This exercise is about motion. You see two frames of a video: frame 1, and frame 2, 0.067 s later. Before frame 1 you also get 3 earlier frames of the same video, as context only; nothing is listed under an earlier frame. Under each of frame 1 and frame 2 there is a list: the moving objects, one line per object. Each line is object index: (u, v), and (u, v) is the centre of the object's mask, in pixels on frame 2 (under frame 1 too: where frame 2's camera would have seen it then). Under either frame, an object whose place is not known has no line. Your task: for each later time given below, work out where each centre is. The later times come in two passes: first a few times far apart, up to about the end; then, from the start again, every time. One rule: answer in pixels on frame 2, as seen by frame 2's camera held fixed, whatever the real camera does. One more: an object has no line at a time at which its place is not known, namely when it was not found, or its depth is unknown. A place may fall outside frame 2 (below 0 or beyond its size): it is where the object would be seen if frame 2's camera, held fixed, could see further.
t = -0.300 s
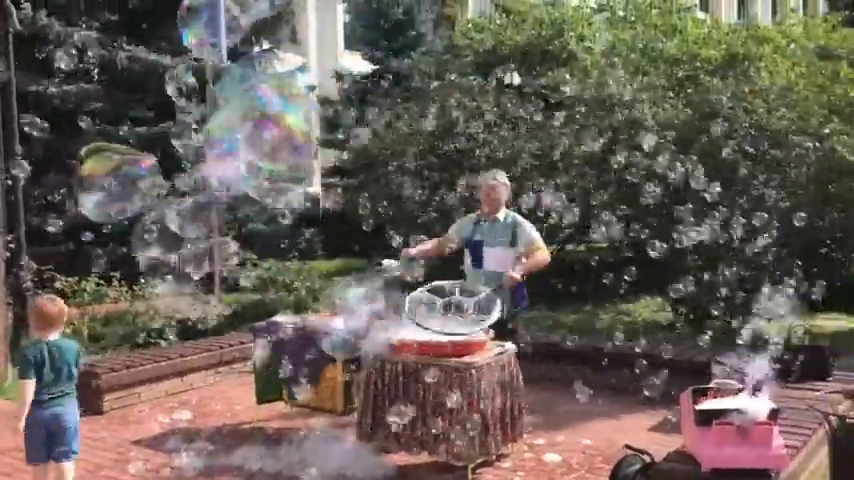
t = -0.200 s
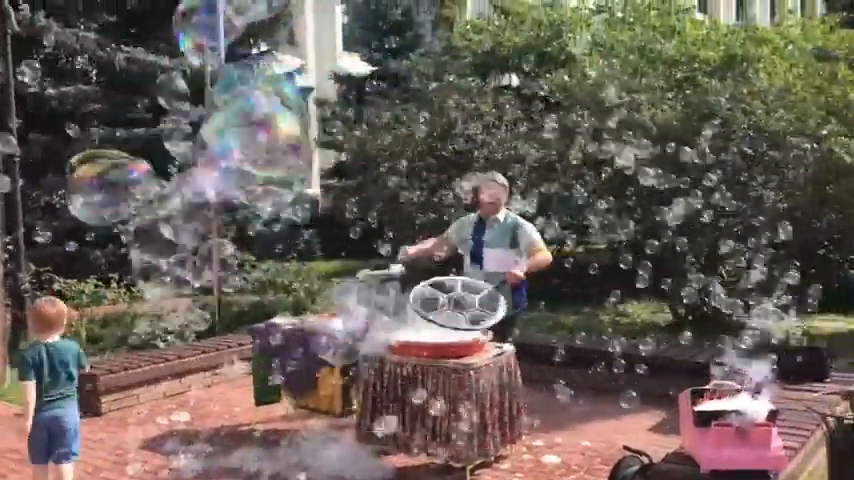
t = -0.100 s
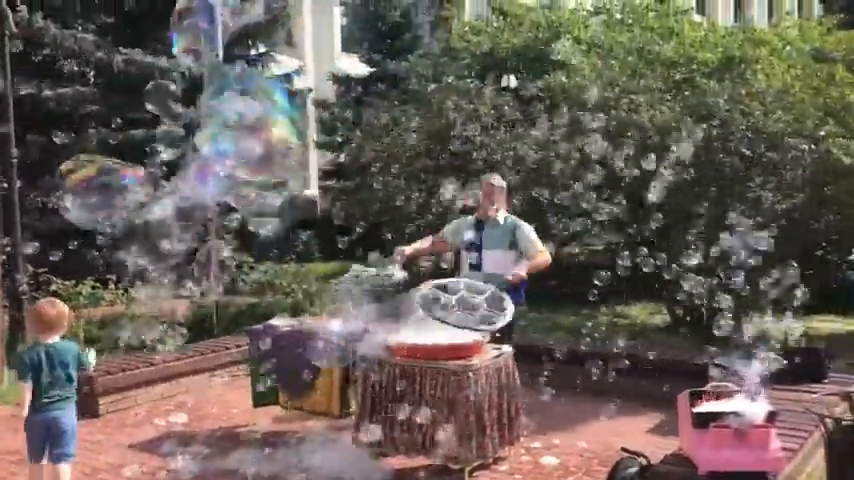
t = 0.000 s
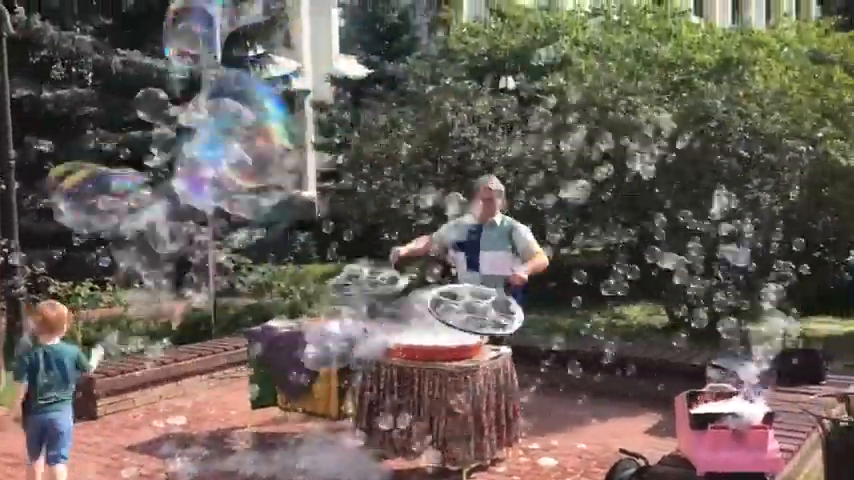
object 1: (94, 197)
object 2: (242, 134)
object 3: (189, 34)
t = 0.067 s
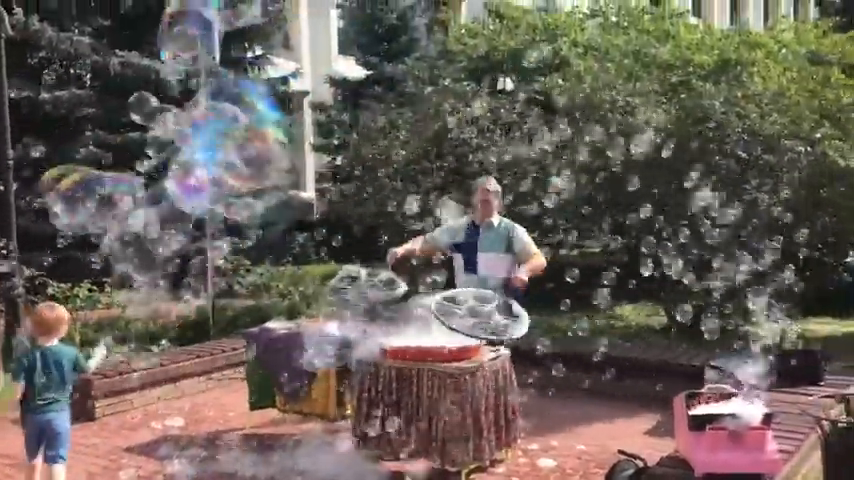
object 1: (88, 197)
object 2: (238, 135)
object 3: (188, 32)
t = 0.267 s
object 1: (70, 201)
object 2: (226, 140)
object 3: (177, 32)
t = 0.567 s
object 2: (215, 149)
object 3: (162, 39)
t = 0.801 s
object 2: (202, 155)
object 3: (152, 43)
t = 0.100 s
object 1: (84, 198)
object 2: (233, 135)
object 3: (187, 31)
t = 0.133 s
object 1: (86, 200)
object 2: (231, 137)
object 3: (184, 32)
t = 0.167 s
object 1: (77, 200)
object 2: (230, 138)
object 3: (182, 31)
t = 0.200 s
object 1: (74, 200)
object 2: (229, 139)
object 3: (181, 31)
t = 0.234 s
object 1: (73, 202)
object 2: (229, 139)
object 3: (180, 32)
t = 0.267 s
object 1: (70, 201)
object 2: (226, 140)
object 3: (177, 32)
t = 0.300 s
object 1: (63, 204)
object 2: (225, 141)
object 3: (174, 32)
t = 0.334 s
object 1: (56, 205)
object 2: (223, 143)
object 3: (173, 37)
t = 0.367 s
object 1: (56, 205)
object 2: (222, 143)
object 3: (173, 38)
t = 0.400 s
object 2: (221, 144)
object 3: (173, 39)
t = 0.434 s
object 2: (219, 145)
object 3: (171, 40)
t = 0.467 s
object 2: (219, 146)
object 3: (168, 39)
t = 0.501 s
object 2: (219, 147)
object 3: (166, 34)
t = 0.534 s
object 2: (218, 148)
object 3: (165, 34)
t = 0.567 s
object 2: (215, 149)
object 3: (162, 39)
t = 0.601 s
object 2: (213, 150)
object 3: (160, 40)
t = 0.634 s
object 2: (211, 151)
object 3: (159, 41)
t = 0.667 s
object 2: (210, 152)
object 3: (159, 40)
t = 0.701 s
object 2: (208, 154)
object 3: (158, 39)
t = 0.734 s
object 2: (207, 155)
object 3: (156, 41)
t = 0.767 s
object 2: (203, 155)
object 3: (154, 42)
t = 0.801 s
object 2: (202, 155)
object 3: (152, 43)
